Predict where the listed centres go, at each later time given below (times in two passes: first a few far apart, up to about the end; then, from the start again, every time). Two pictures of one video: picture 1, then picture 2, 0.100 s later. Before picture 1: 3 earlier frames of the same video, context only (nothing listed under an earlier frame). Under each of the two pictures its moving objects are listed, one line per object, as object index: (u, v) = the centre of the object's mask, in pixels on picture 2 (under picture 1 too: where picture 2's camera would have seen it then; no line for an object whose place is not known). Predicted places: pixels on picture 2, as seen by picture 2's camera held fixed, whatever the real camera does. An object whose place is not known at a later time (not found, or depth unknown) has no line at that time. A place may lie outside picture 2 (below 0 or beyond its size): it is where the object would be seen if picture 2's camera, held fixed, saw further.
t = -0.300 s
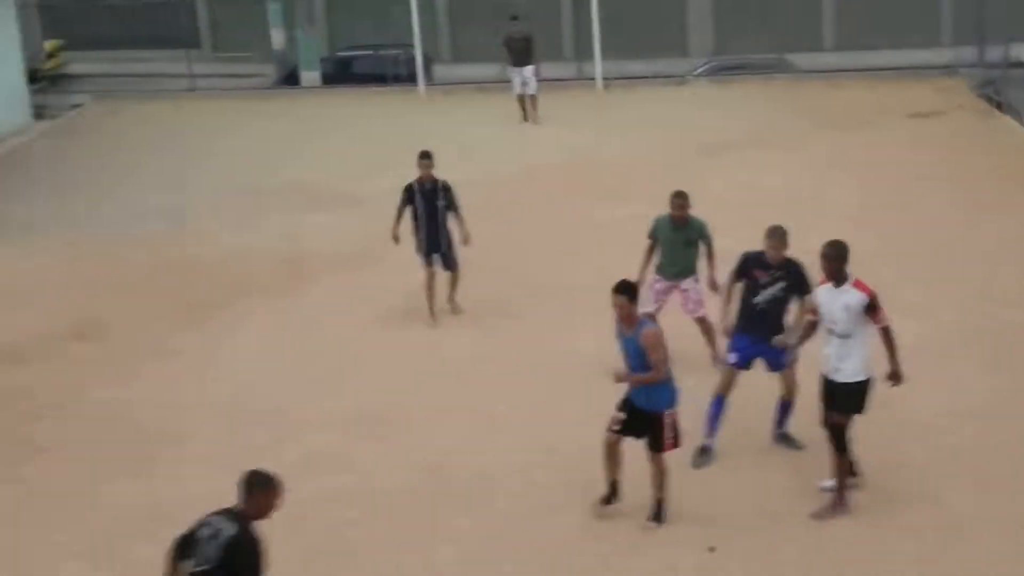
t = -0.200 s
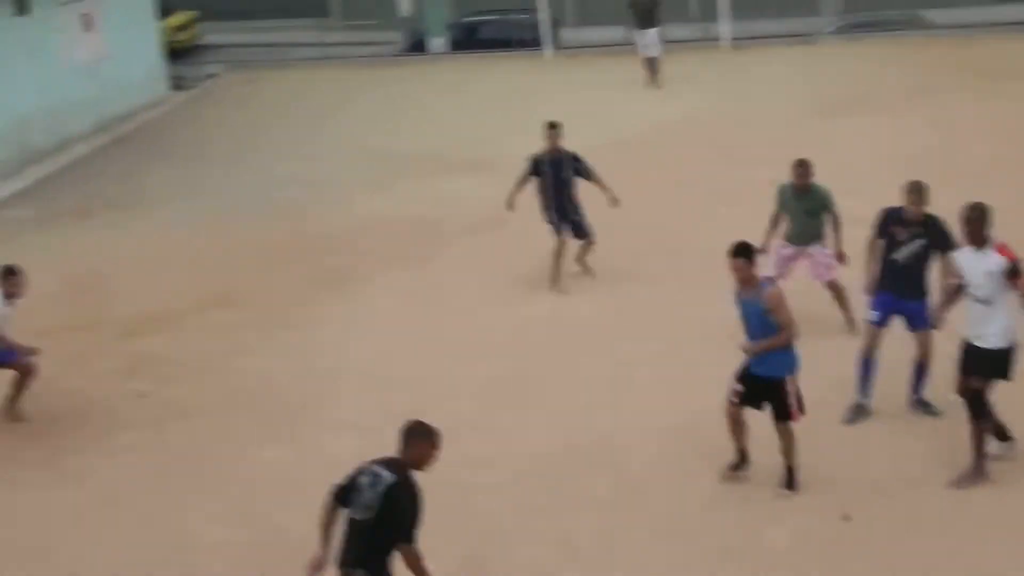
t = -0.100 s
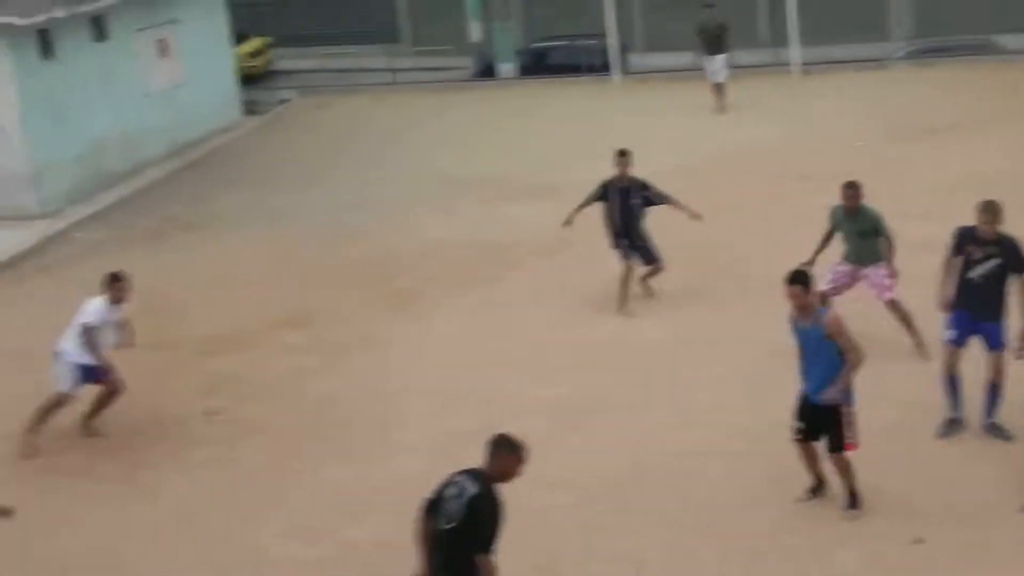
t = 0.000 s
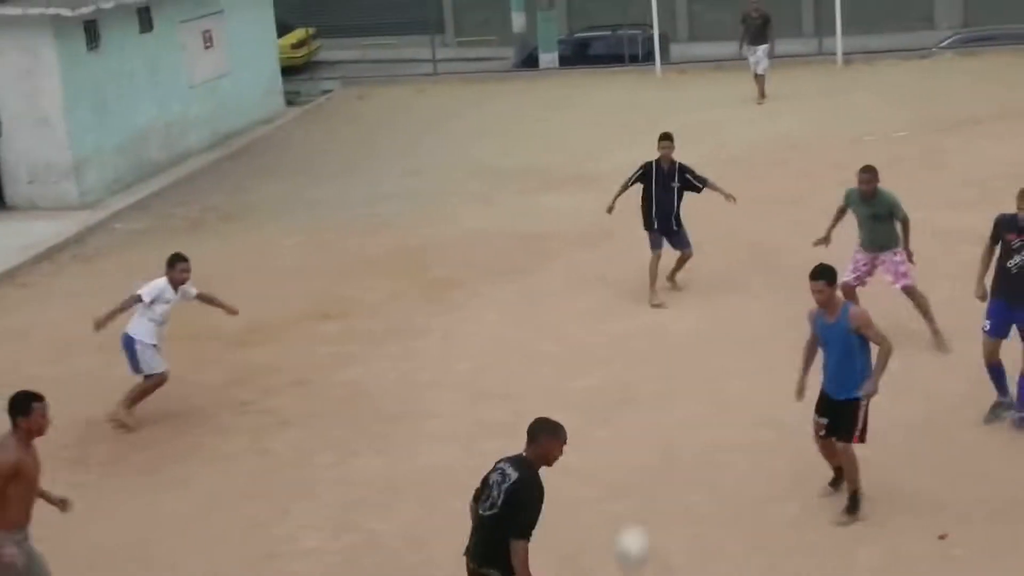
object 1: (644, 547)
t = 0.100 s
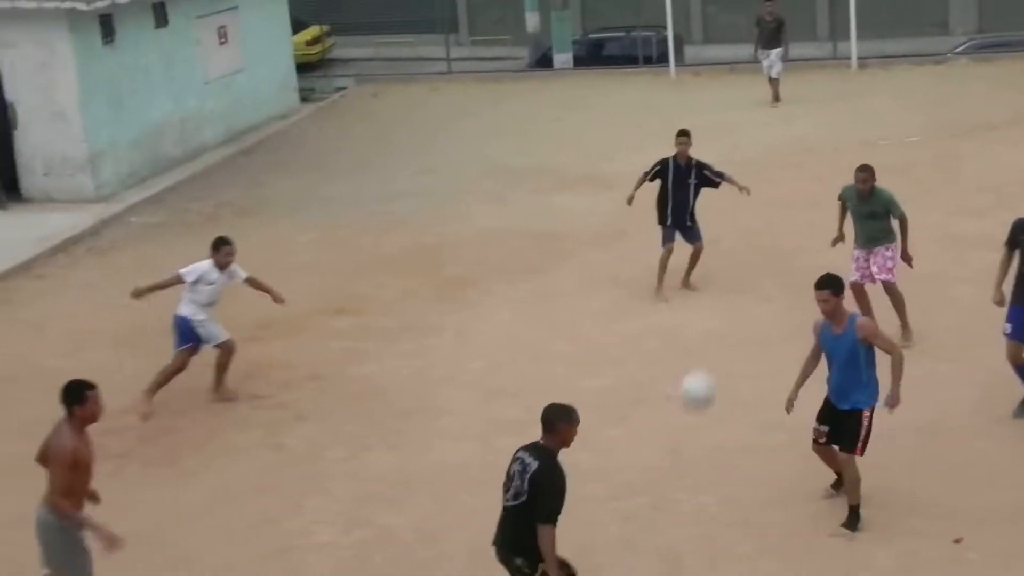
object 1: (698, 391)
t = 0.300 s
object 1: (778, 163)
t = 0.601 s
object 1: (871, -14)
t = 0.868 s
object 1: (930, -48)
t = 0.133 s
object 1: (713, 344)
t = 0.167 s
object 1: (727, 302)
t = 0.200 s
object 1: (740, 264)
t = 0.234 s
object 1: (752, 225)
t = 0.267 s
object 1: (766, 194)
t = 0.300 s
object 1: (778, 163)
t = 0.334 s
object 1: (790, 135)
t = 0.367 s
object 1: (801, 109)
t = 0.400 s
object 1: (812, 85)
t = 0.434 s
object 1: (823, 64)
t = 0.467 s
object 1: (833, 44)
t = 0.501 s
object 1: (844, 26)
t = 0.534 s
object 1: (853, 11)
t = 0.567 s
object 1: (862, -2)
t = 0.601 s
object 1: (871, -14)
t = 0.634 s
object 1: (880, -25)
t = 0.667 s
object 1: (888, -32)
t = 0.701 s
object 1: (895, -38)
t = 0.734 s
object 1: (903, -42)
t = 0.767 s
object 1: (909, -45)
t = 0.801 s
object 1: (916, -48)
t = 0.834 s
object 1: (923, -48)
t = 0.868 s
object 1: (930, -48)
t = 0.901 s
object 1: (936, -45)
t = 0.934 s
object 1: (942, -42)
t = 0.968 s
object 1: (948, -39)
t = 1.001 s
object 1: (953, -33)
